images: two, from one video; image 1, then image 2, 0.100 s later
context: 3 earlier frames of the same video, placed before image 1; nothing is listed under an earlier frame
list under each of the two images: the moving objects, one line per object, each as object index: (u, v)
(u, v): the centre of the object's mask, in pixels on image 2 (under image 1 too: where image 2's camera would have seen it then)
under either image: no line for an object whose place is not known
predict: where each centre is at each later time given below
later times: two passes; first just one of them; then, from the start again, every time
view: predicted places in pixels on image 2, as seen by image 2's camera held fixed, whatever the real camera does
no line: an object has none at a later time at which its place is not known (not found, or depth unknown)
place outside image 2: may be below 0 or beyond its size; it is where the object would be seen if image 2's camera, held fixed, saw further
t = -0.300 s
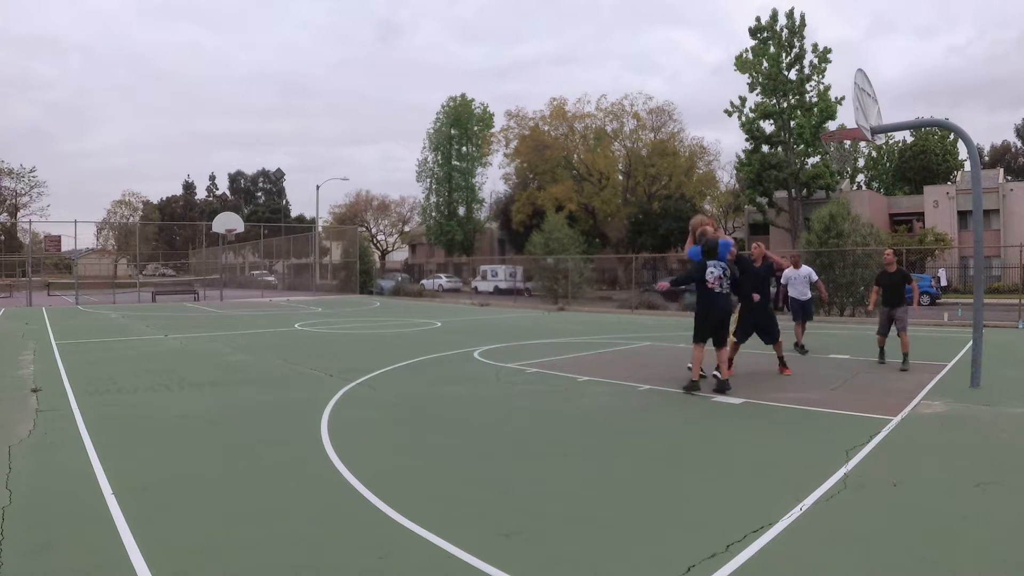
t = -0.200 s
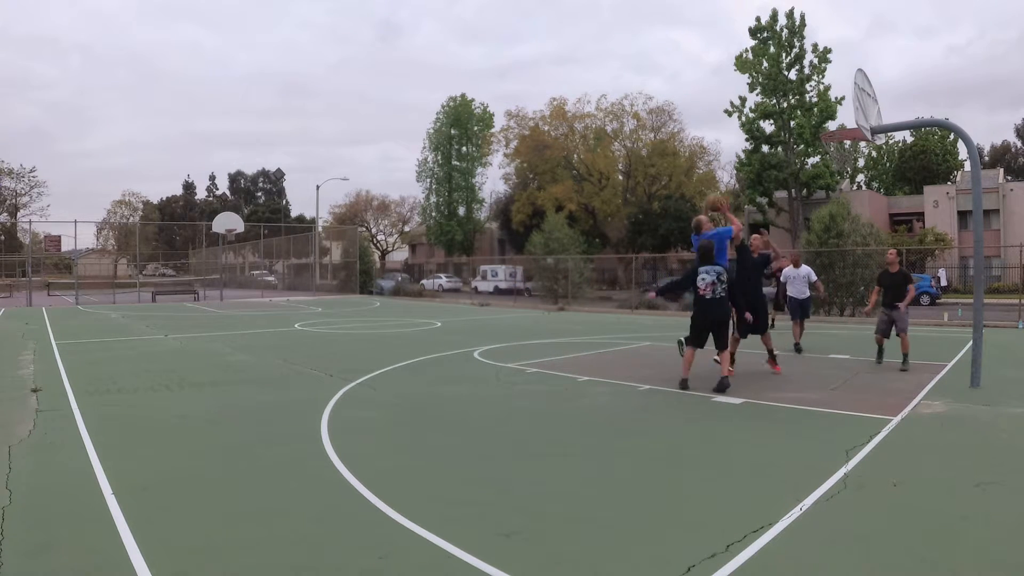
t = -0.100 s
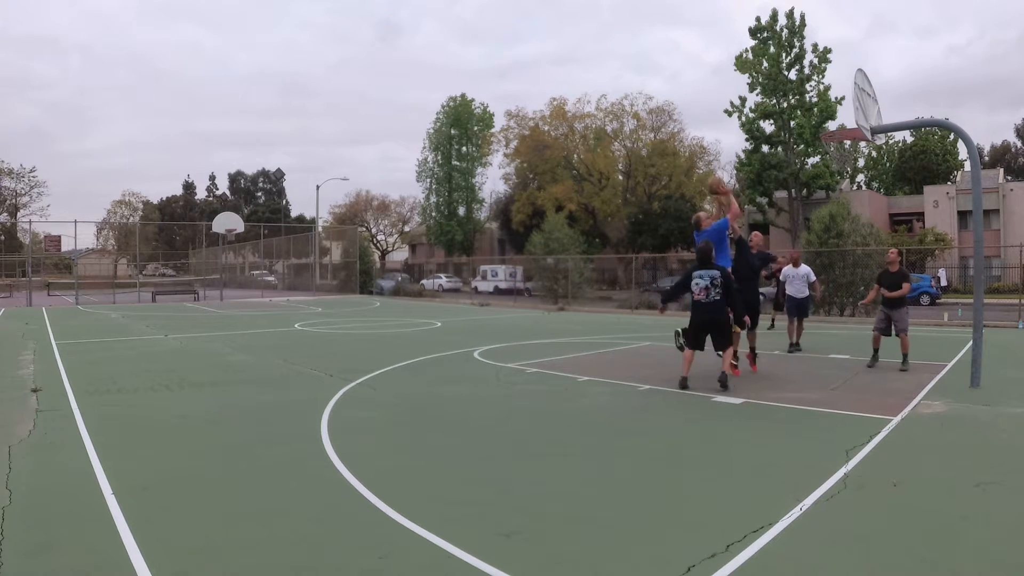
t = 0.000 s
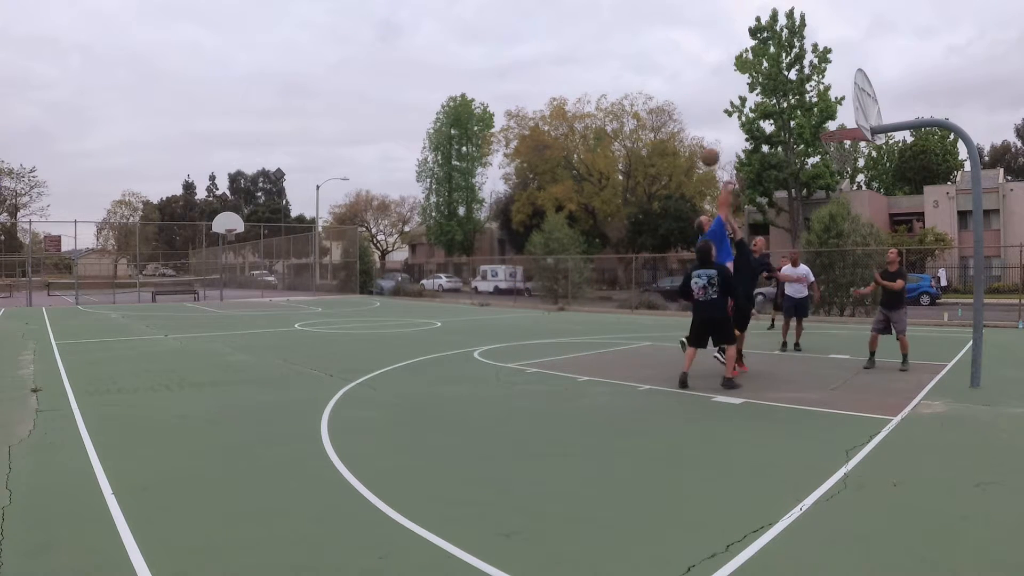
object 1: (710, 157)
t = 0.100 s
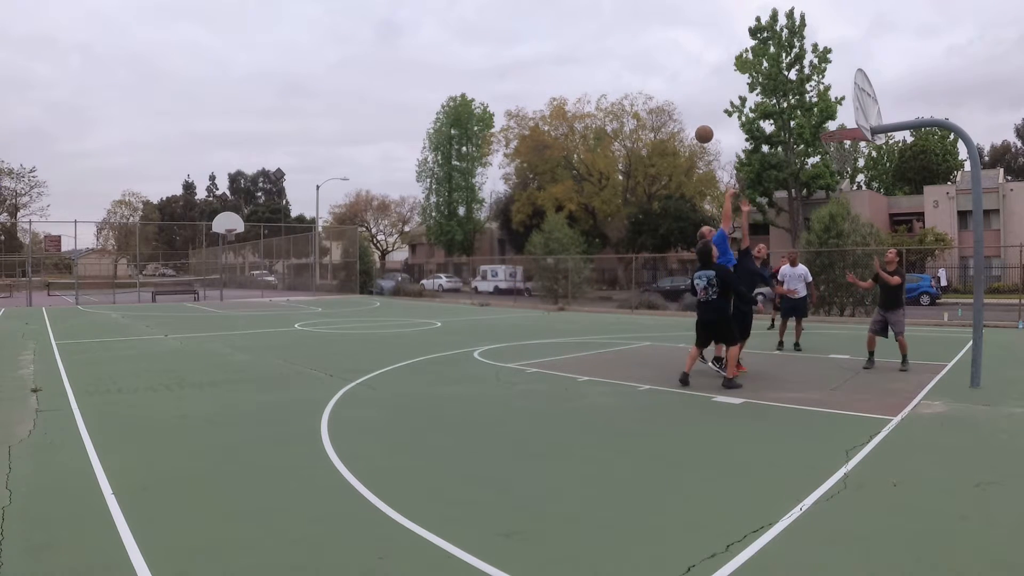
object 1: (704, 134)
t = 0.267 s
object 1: (695, 114)
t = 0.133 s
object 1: (702, 128)
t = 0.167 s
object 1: (700, 123)
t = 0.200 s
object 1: (699, 119)
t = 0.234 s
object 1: (697, 116)
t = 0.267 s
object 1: (695, 114)
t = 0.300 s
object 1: (694, 112)
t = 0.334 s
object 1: (692, 111)
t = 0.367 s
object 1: (691, 111)
